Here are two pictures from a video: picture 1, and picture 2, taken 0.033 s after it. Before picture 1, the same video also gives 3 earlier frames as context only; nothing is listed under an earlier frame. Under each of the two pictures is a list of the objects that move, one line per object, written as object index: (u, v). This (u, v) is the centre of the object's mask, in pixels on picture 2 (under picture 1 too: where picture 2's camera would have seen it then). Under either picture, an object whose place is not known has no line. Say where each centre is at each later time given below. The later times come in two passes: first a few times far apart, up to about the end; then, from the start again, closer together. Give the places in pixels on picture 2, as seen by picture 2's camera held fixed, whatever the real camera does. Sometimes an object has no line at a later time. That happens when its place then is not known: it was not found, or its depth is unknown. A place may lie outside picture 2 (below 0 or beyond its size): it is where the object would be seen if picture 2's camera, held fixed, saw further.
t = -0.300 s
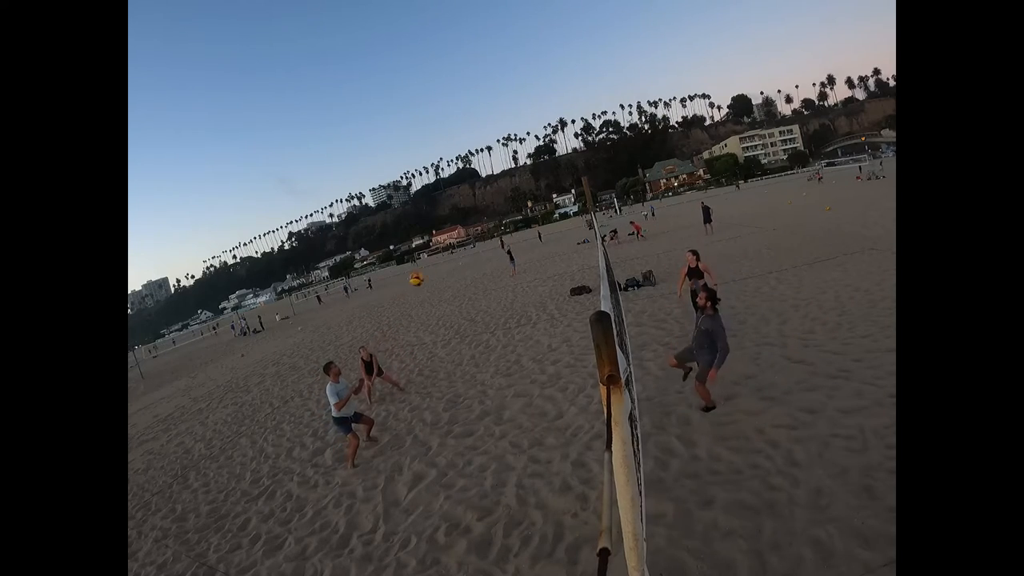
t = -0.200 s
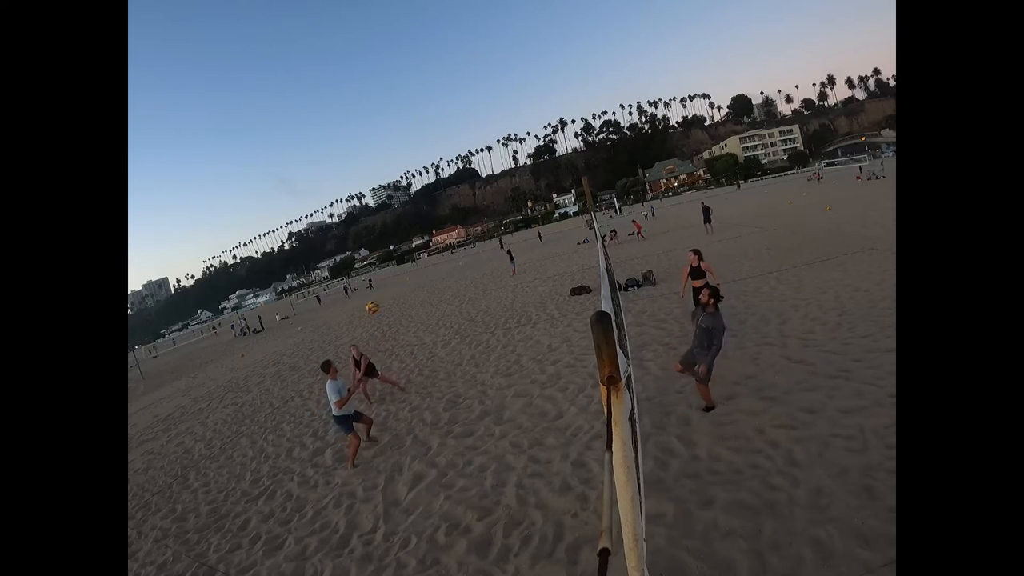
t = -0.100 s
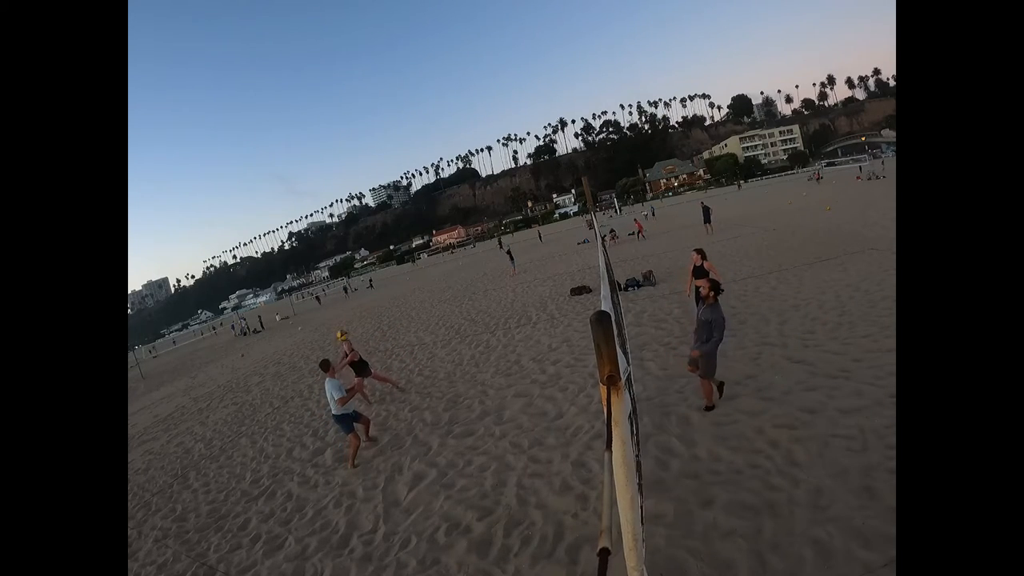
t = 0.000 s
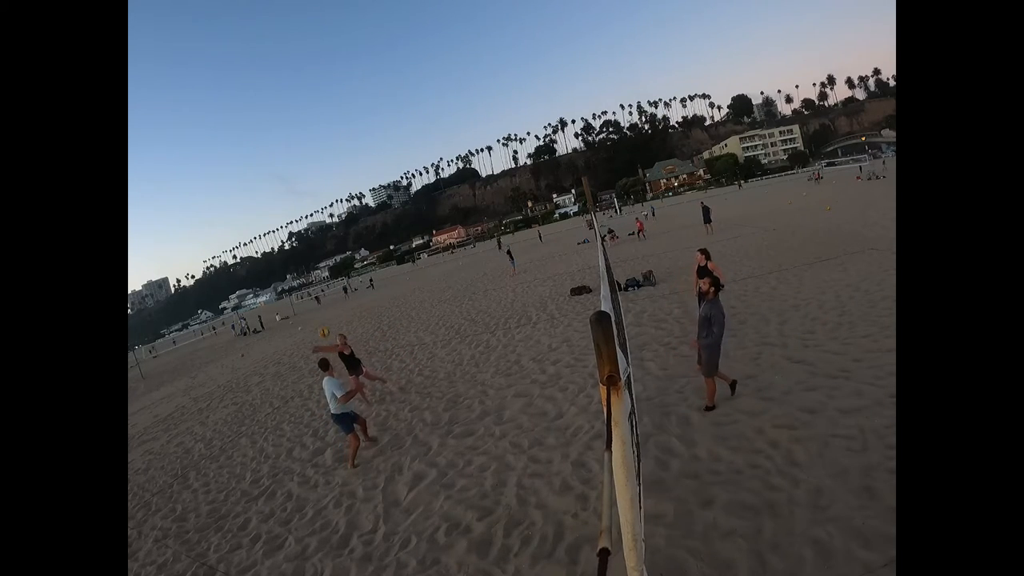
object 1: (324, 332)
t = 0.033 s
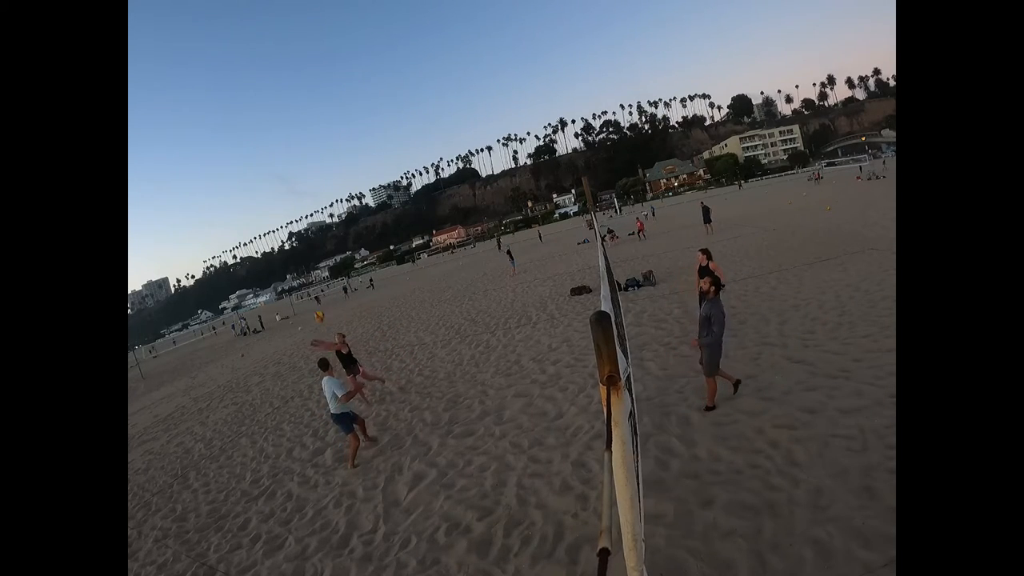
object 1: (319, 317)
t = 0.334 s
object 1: (295, 198)
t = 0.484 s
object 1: (290, 158)
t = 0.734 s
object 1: (291, 117)
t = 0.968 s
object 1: (298, 106)
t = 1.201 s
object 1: (311, 120)
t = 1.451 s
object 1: (333, 160)
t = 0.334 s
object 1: (295, 198)
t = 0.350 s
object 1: (294, 193)
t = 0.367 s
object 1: (293, 188)
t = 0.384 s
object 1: (293, 183)
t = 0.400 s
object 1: (292, 178)
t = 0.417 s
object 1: (292, 174)
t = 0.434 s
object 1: (291, 170)
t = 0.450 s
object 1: (291, 165)
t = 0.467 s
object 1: (291, 162)
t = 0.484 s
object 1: (290, 158)
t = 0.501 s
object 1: (290, 154)
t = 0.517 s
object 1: (290, 150)
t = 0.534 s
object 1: (289, 147)
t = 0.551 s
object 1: (289, 144)
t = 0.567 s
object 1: (289, 141)
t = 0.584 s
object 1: (289, 137)
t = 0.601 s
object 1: (289, 135)
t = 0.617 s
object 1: (289, 132)
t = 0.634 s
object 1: (289, 129)
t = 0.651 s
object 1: (289, 127)
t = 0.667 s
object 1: (290, 125)
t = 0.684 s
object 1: (290, 123)
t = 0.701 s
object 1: (290, 121)
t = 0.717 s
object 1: (291, 119)
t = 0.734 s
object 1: (291, 117)
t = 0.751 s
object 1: (291, 115)
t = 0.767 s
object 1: (291, 114)
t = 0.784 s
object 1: (292, 112)
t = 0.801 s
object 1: (292, 111)
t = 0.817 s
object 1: (293, 110)
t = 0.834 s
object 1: (293, 109)
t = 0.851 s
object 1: (293, 108)
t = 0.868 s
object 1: (294, 108)
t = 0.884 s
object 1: (294, 107)
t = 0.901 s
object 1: (295, 107)
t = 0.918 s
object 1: (296, 106)
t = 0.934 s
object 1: (297, 106)
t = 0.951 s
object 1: (297, 106)
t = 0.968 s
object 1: (298, 106)
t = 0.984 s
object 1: (299, 106)
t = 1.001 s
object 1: (299, 107)
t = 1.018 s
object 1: (300, 107)
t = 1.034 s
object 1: (301, 108)
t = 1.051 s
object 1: (302, 108)
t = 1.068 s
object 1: (303, 109)
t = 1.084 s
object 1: (304, 110)
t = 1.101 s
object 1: (305, 111)
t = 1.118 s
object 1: (306, 112)
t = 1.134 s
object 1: (307, 113)
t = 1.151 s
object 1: (308, 115)
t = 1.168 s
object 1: (309, 116)
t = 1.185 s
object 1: (310, 118)
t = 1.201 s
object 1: (311, 120)
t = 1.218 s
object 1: (312, 121)
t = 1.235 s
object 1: (314, 123)
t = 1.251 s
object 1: (315, 126)
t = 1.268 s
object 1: (316, 128)
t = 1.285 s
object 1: (317, 130)
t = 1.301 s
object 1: (319, 133)
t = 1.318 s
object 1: (320, 135)
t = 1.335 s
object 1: (322, 138)
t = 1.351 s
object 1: (323, 141)
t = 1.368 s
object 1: (325, 144)
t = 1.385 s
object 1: (326, 147)
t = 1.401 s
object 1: (328, 150)
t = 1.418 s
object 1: (330, 153)
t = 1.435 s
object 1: (332, 157)
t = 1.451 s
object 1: (333, 160)
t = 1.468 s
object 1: (335, 164)
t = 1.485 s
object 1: (337, 168)
